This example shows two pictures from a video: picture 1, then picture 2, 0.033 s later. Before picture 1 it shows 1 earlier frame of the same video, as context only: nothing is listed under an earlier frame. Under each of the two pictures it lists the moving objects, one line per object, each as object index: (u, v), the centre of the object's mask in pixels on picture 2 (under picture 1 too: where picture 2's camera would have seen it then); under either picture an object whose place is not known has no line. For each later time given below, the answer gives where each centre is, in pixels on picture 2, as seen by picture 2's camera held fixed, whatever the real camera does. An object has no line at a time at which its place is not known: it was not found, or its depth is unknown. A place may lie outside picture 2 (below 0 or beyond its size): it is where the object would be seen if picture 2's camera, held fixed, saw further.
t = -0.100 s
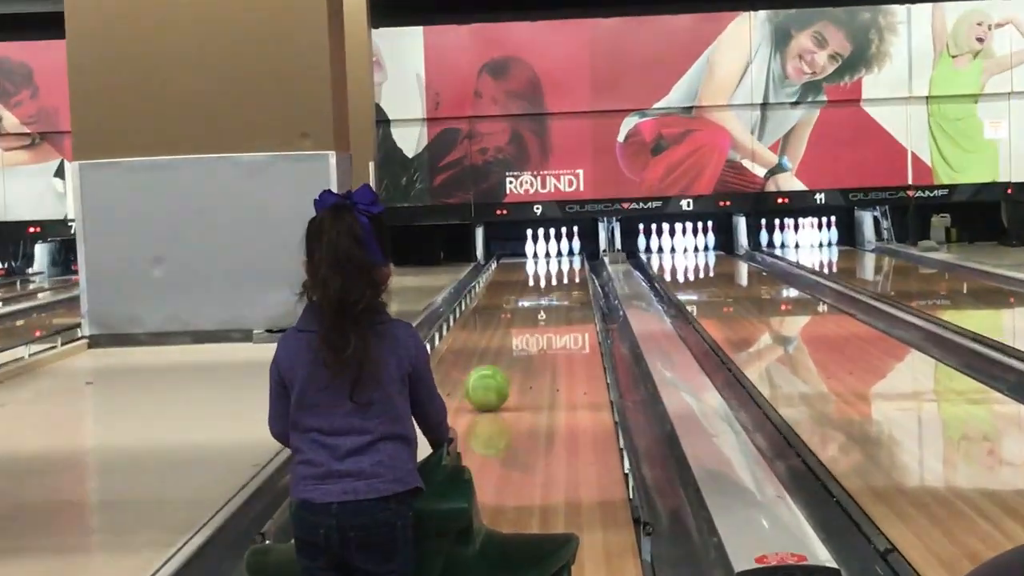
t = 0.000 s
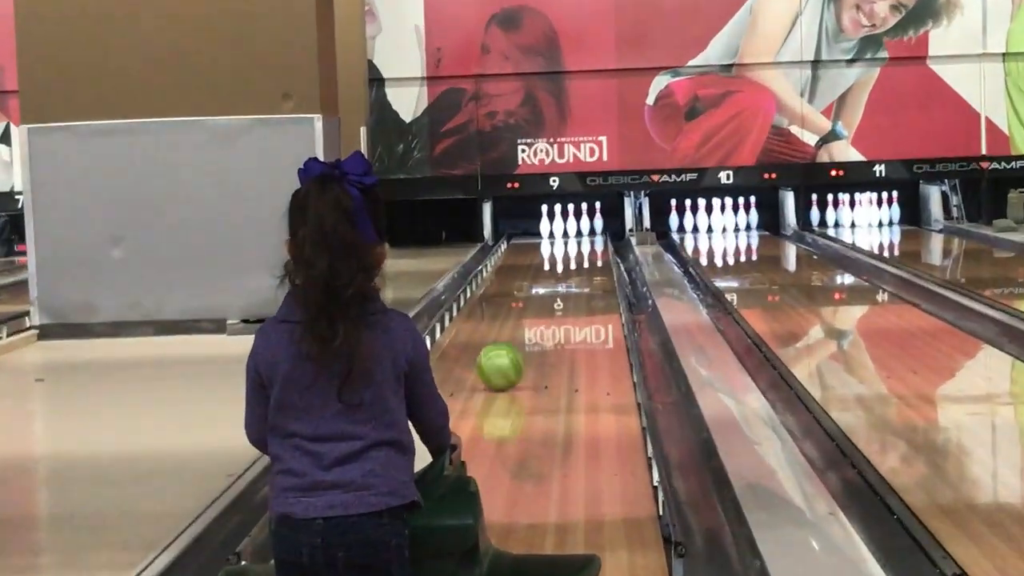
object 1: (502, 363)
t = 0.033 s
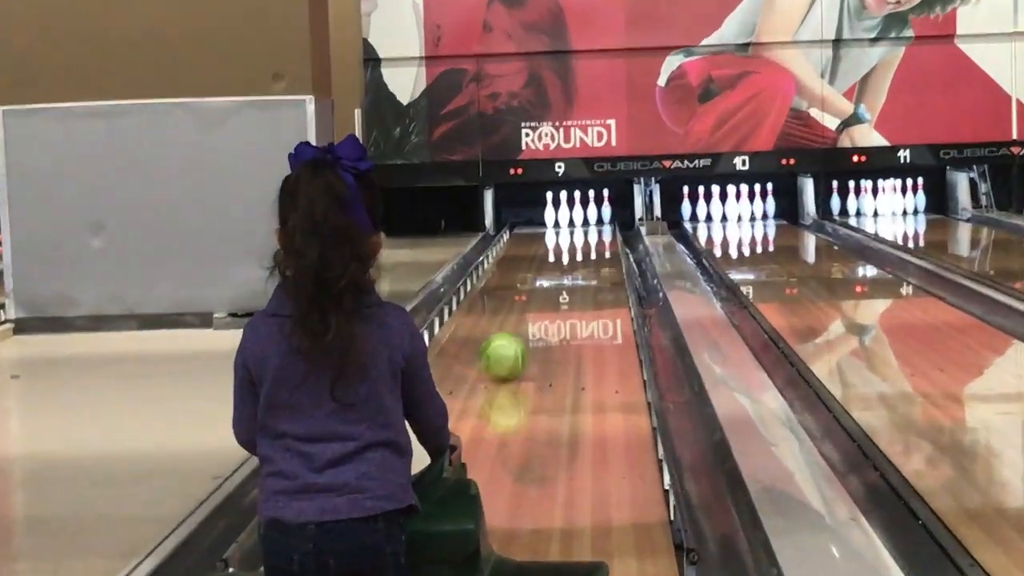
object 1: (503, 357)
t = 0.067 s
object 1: (504, 351)
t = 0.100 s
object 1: (505, 345)
